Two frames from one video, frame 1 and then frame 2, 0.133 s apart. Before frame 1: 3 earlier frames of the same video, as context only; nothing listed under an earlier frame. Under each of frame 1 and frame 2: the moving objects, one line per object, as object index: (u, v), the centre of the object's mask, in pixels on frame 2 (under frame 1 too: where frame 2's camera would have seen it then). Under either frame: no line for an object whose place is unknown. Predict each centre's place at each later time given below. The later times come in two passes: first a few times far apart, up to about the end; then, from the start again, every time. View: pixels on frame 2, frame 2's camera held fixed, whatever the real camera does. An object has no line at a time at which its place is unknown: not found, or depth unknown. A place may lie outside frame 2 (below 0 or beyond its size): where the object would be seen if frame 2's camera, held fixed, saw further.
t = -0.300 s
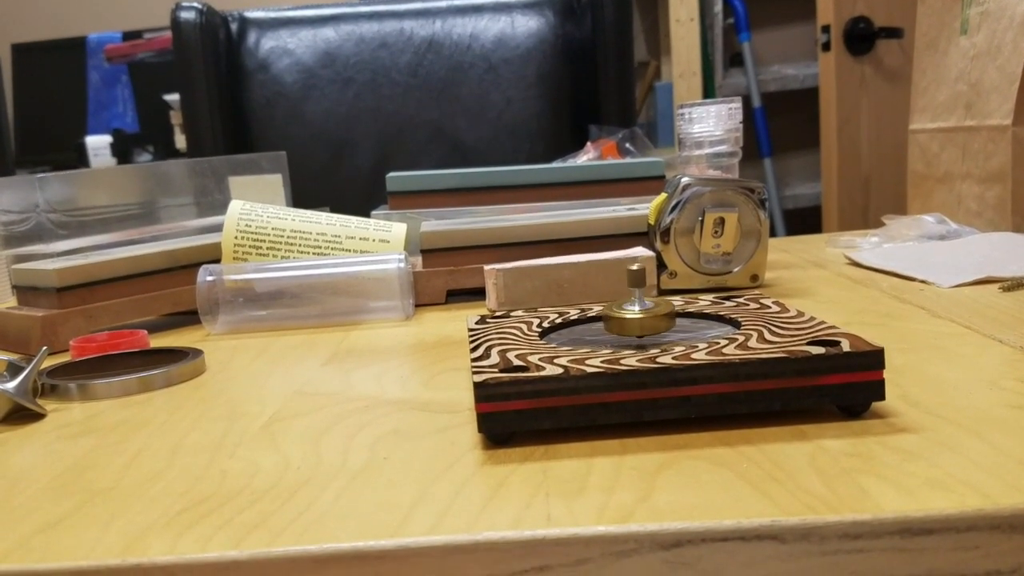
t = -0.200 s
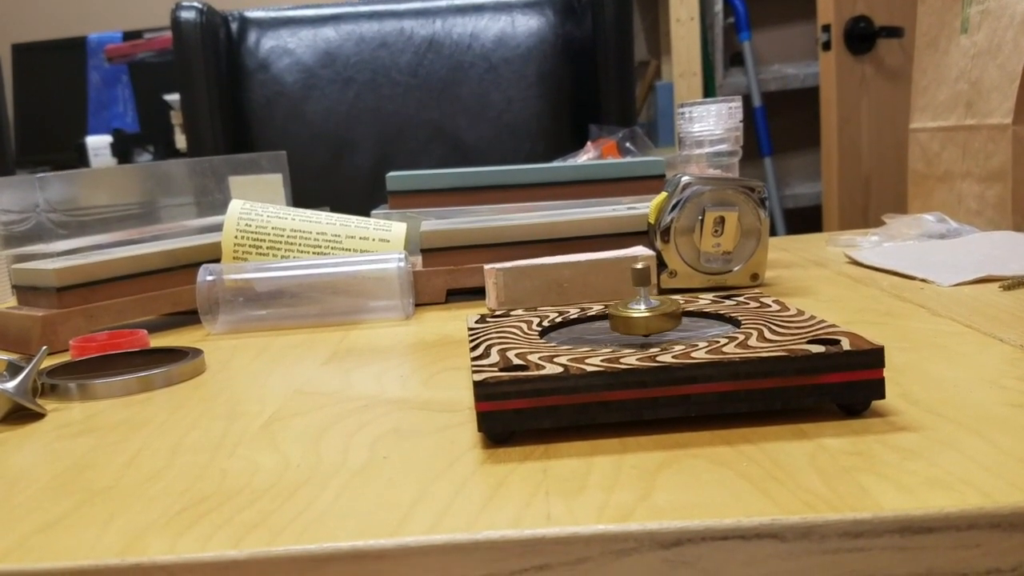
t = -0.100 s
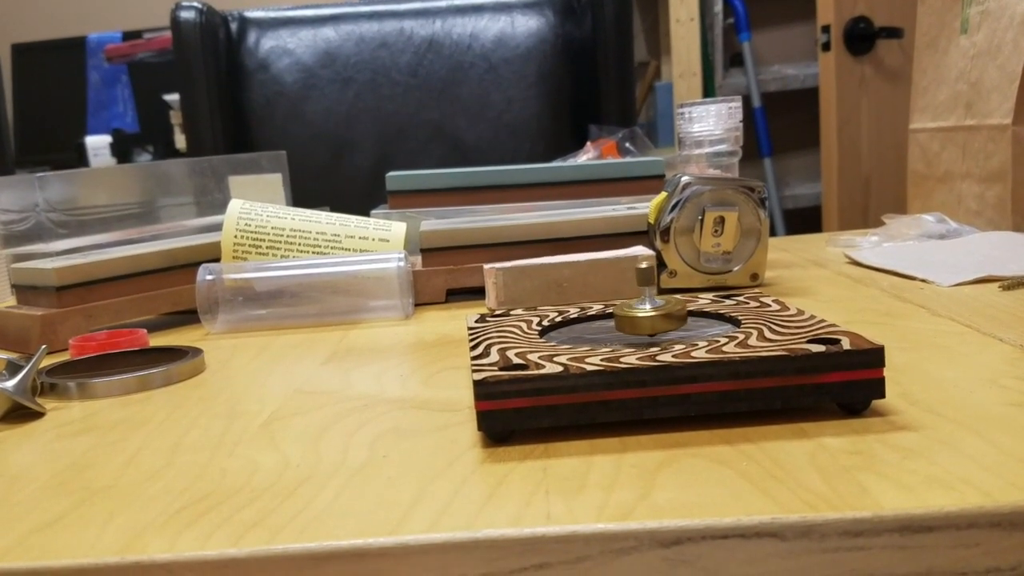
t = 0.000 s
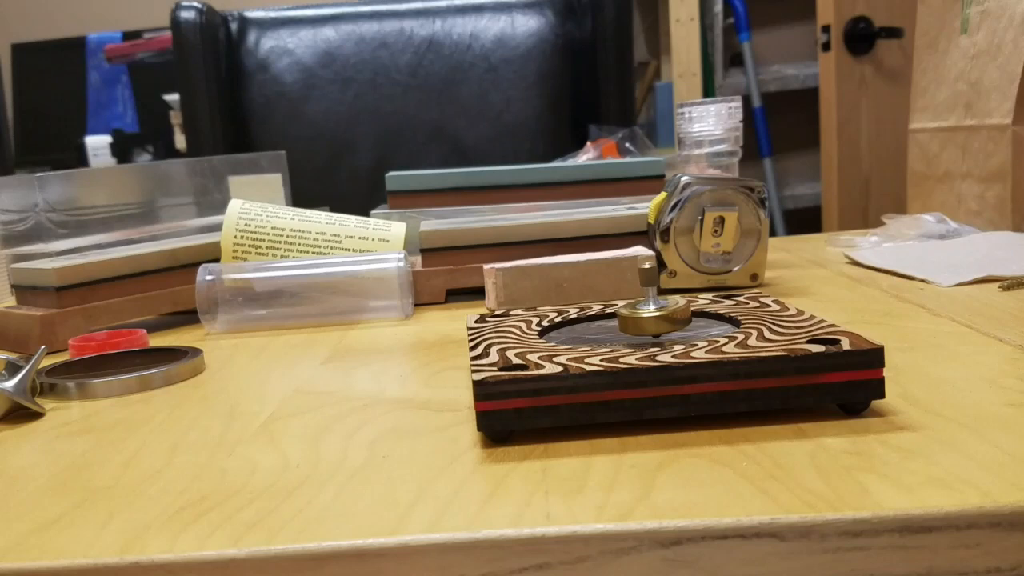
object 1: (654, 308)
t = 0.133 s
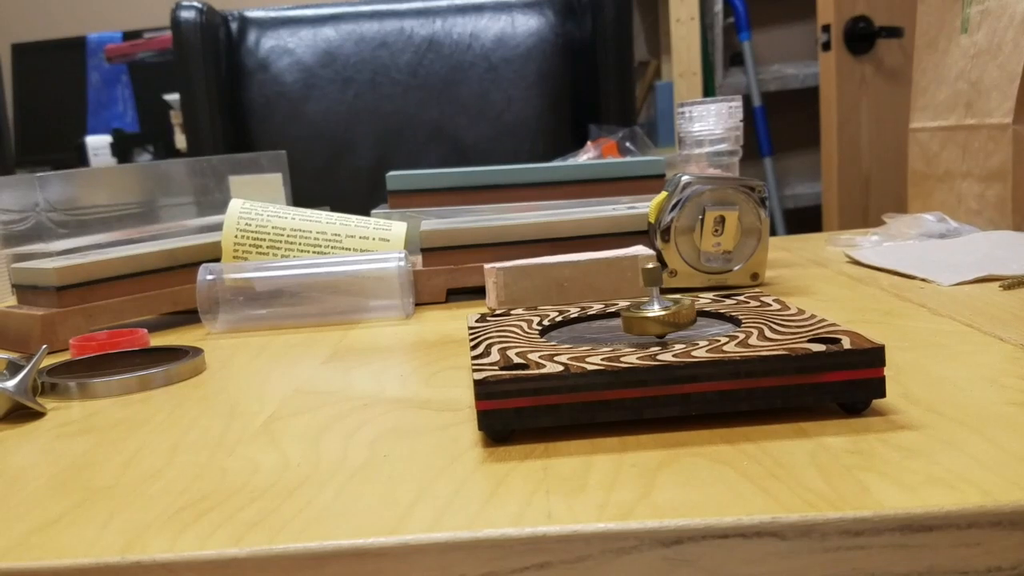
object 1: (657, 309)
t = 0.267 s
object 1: (658, 310)
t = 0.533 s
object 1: (649, 312)
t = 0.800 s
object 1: (634, 314)
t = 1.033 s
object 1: (623, 313)
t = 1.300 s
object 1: (622, 311)
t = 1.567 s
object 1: (632, 308)
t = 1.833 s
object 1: (646, 307)
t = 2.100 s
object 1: (656, 309)
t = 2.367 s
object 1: (655, 311)
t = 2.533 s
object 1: (648, 312)
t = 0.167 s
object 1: (658, 309)
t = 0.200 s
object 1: (658, 309)
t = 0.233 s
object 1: (658, 310)
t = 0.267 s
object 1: (658, 310)
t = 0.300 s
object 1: (657, 310)
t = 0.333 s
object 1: (656, 311)
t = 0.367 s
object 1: (656, 311)
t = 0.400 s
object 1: (654, 311)
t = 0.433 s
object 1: (653, 311)
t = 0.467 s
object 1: (652, 312)
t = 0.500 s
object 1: (650, 312)
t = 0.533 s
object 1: (649, 312)
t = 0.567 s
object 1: (647, 313)
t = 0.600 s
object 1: (645, 313)
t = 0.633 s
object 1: (643, 313)
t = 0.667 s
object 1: (641, 313)
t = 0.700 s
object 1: (640, 313)
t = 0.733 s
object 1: (637, 314)
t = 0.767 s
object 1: (635, 314)
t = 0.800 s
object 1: (634, 314)
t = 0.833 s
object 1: (632, 314)
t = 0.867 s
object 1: (630, 314)
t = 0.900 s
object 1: (629, 314)
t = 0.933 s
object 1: (627, 314)
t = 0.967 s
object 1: (626, 314)
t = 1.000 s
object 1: (624, 313)
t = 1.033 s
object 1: (623, 313)
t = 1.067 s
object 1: (622, 313)
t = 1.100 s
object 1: (622, 313)
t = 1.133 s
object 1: (621, 312)
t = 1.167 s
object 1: (621, 312)
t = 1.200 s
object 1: (621, 312)
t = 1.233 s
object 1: (621, 311)
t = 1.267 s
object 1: (621, 311)
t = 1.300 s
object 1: (622, 311)
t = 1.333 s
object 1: (623, 310)
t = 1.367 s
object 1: (623, 310)
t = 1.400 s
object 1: (625, 310)
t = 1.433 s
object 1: (626, 309)
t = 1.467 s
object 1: (627, 309)
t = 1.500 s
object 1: (628, 309)
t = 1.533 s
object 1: (630, 309)
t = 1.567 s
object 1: (632, 308)
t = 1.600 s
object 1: (634, 308)
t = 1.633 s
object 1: (636, 308)
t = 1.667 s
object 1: (637, 308)
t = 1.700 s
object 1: (639, 308)
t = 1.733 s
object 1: (641, 308)
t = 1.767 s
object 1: (643, 307)
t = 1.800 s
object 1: (645, 307)
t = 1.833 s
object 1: (646, 307)
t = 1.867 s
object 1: (648, 307)
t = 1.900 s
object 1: (650, 307)
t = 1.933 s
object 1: (651, 308)
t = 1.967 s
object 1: (652, 308)
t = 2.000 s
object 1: (654, 308)
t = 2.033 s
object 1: (655, 309)
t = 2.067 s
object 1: (655, 308)
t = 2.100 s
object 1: (656, 309)
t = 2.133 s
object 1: (657, 309)
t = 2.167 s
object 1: (657, 309)
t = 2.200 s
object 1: (657, 309)
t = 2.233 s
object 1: (657, 309)
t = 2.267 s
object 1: (657, 310)
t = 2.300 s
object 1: (656, 310)
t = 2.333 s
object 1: (656, 311)
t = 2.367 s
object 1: (655, 311)
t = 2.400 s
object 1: (654, 311)
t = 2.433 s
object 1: (652, 311)
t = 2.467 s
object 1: (651, 311)
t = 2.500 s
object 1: (650, 312)
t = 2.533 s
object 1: (648, 312)
